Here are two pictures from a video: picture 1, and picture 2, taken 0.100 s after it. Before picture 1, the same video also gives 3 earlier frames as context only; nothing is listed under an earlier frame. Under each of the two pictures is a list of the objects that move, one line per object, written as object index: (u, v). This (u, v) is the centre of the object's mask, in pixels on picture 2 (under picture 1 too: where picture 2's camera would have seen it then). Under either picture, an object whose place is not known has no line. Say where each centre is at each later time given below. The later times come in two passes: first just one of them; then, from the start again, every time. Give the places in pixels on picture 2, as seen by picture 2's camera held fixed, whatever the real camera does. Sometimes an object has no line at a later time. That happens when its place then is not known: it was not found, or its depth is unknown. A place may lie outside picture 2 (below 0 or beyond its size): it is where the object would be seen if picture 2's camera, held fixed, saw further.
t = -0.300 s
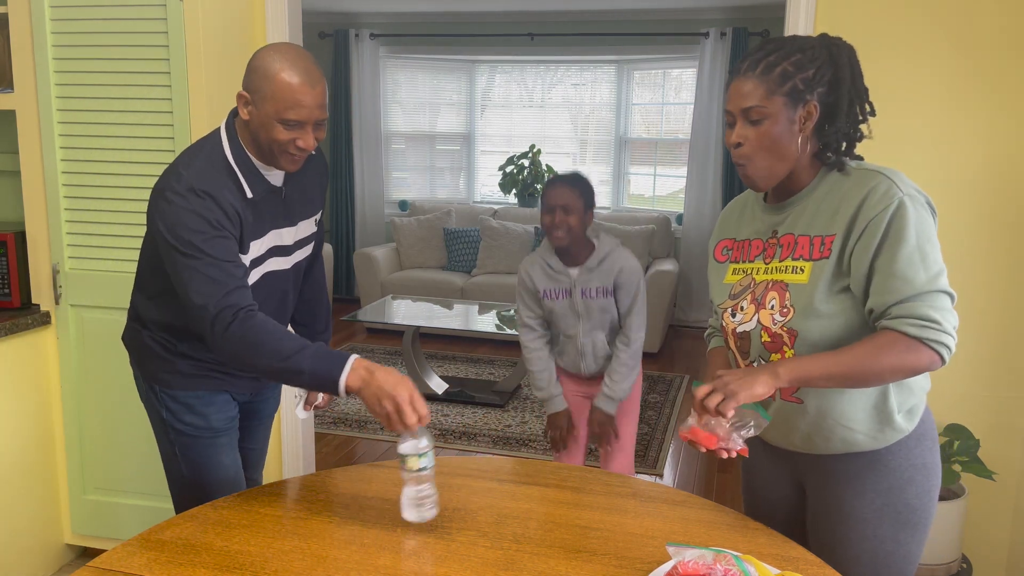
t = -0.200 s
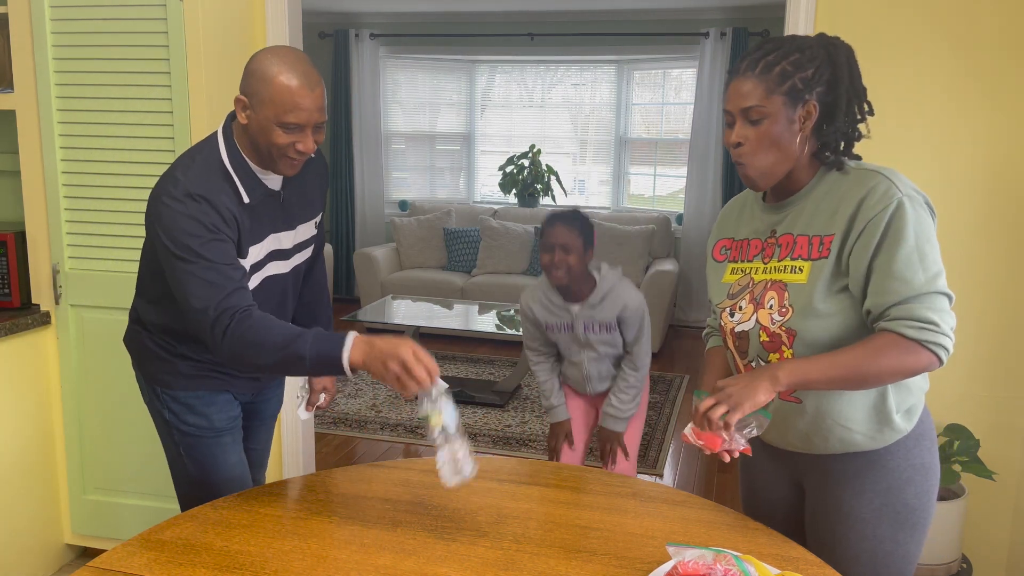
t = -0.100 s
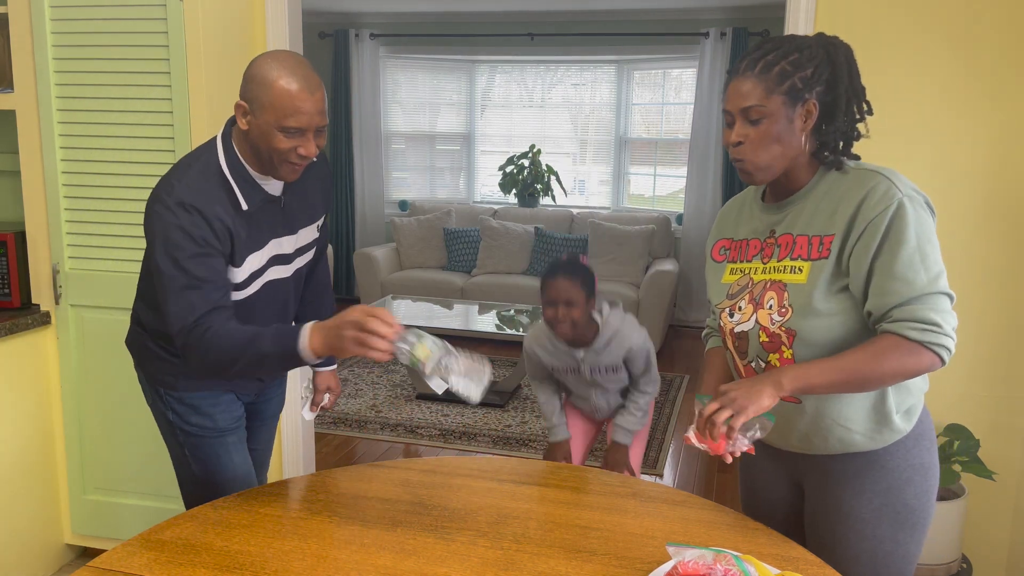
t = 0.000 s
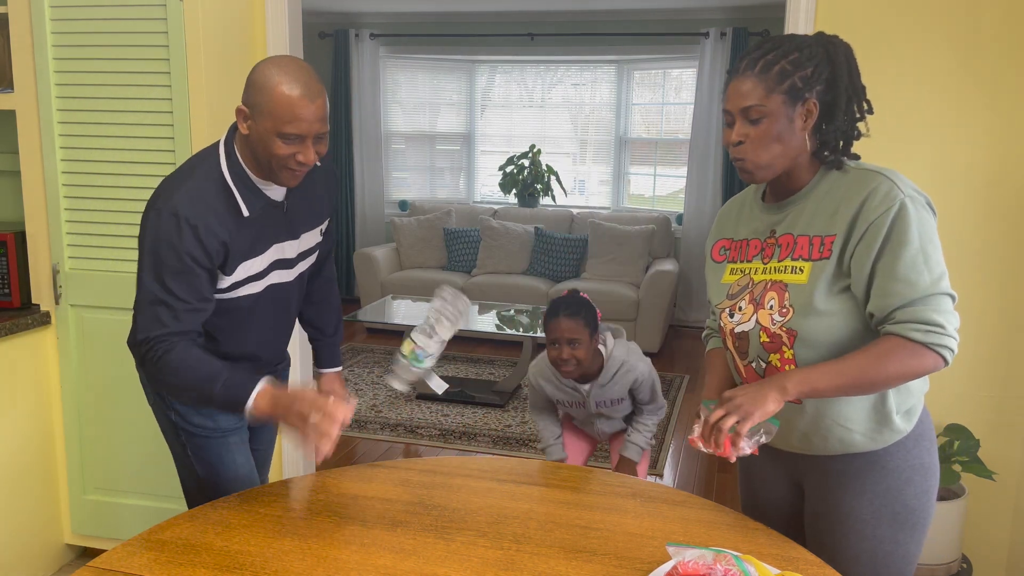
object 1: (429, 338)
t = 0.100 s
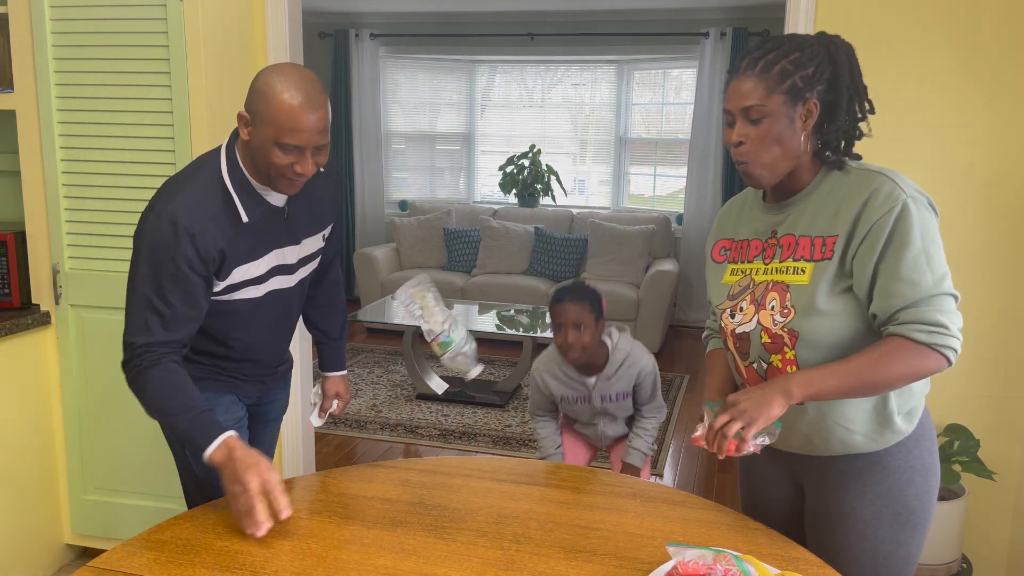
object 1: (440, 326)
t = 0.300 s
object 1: (393, 439)
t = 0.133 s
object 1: (435, 326)
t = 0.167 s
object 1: (427, 334)
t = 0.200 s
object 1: (419, 349)
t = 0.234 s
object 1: (411, 372)
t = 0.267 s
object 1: (400, 403)
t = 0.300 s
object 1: (393, 439)
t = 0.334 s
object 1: (383, 481)
